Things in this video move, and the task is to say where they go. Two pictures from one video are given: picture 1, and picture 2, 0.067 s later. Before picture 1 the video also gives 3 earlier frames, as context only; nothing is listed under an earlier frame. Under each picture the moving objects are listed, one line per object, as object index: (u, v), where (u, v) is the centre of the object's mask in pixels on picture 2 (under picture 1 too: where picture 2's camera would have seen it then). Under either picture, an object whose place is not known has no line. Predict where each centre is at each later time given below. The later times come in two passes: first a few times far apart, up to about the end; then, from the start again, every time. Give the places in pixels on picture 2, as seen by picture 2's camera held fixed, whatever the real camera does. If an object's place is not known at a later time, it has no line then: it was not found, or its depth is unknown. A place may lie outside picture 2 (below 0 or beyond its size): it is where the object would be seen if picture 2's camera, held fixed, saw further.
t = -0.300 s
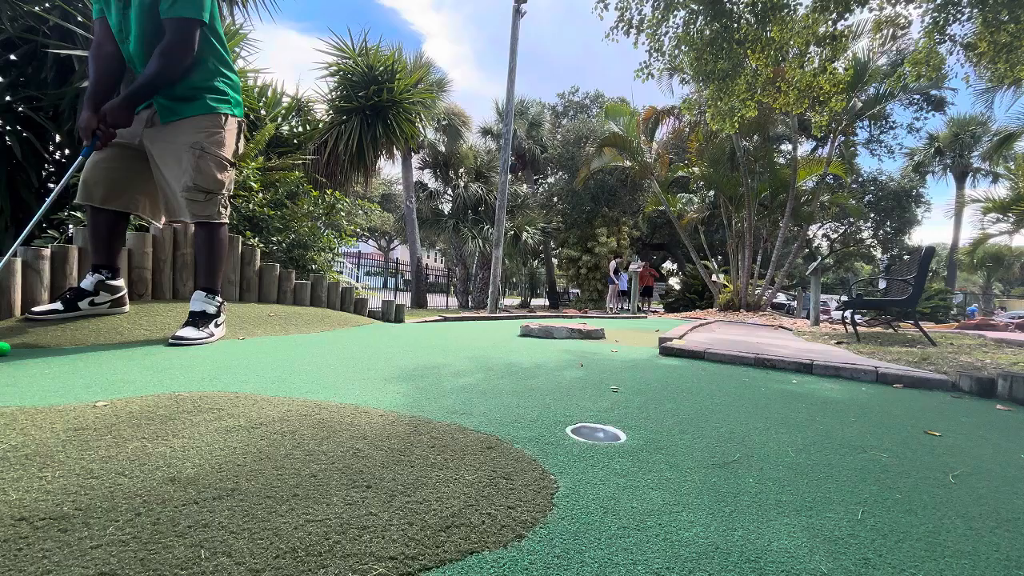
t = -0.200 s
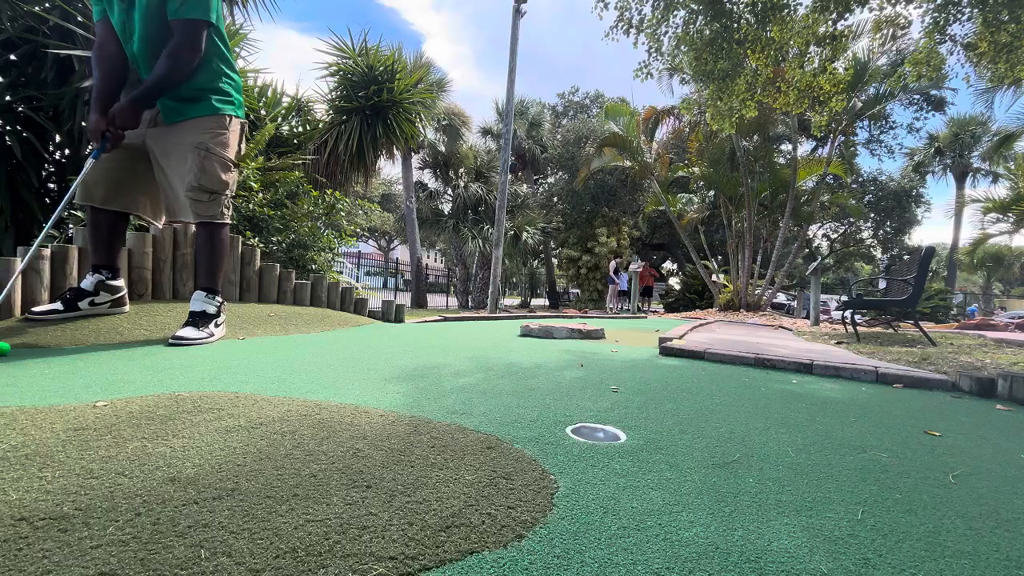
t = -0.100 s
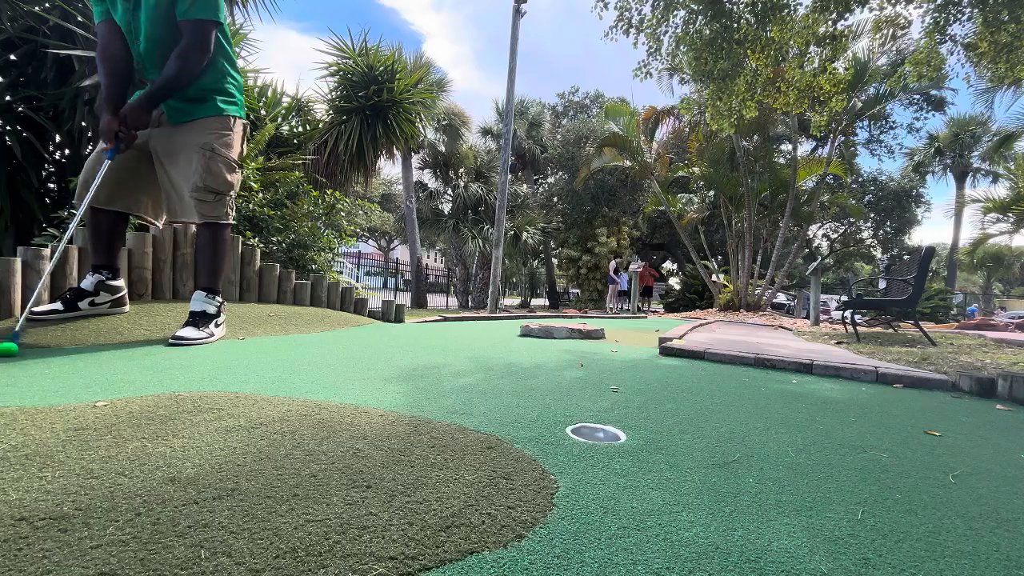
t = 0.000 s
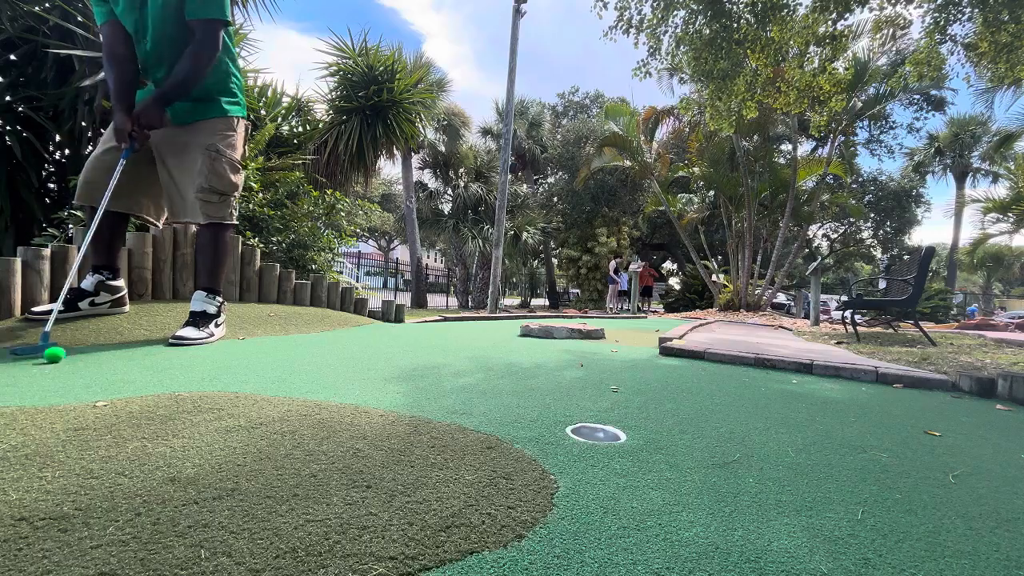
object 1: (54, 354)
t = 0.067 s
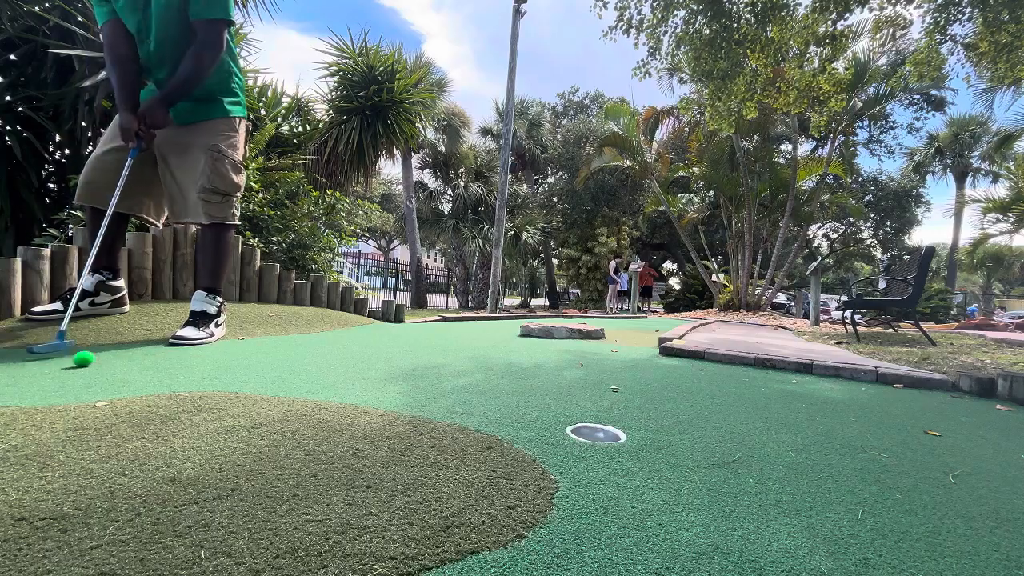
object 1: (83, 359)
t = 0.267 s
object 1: (162, 369)
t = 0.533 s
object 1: (267, 385)
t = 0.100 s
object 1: (97, 360)
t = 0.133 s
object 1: (111, 362)
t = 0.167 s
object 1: (124, 364)
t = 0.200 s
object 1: (137, 366)
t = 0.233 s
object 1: (149, 367)
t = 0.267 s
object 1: (162, 369)
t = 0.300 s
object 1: (174, 371)
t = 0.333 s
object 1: (187, 372)
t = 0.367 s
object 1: (200, 374)
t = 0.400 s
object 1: (213, 376)
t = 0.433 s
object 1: (226, 378)
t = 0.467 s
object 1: (240, 380)
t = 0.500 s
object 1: (253, 382)
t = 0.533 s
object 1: (267, 385)
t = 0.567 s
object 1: (281, 387)
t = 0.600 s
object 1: (294, 389)
